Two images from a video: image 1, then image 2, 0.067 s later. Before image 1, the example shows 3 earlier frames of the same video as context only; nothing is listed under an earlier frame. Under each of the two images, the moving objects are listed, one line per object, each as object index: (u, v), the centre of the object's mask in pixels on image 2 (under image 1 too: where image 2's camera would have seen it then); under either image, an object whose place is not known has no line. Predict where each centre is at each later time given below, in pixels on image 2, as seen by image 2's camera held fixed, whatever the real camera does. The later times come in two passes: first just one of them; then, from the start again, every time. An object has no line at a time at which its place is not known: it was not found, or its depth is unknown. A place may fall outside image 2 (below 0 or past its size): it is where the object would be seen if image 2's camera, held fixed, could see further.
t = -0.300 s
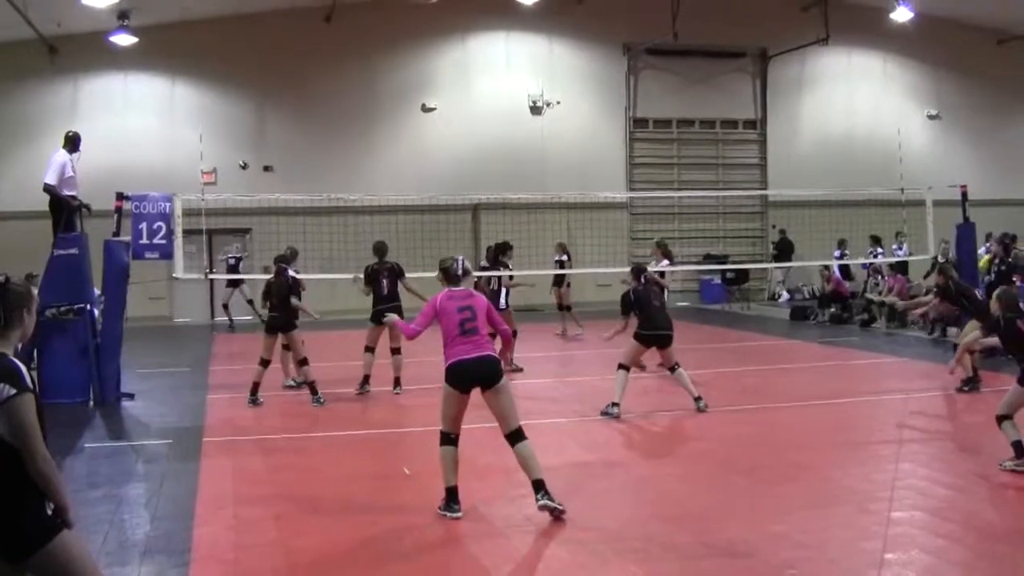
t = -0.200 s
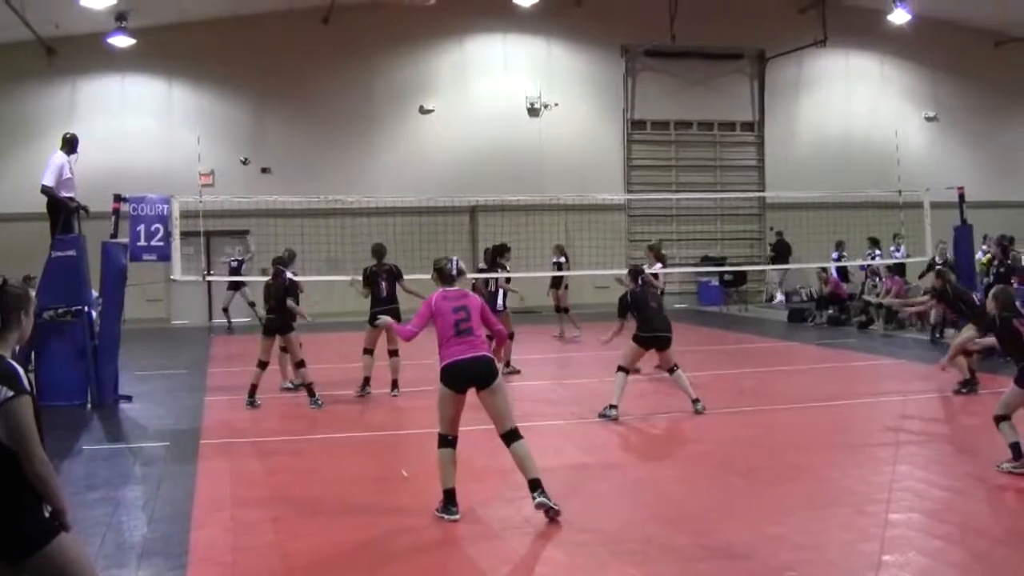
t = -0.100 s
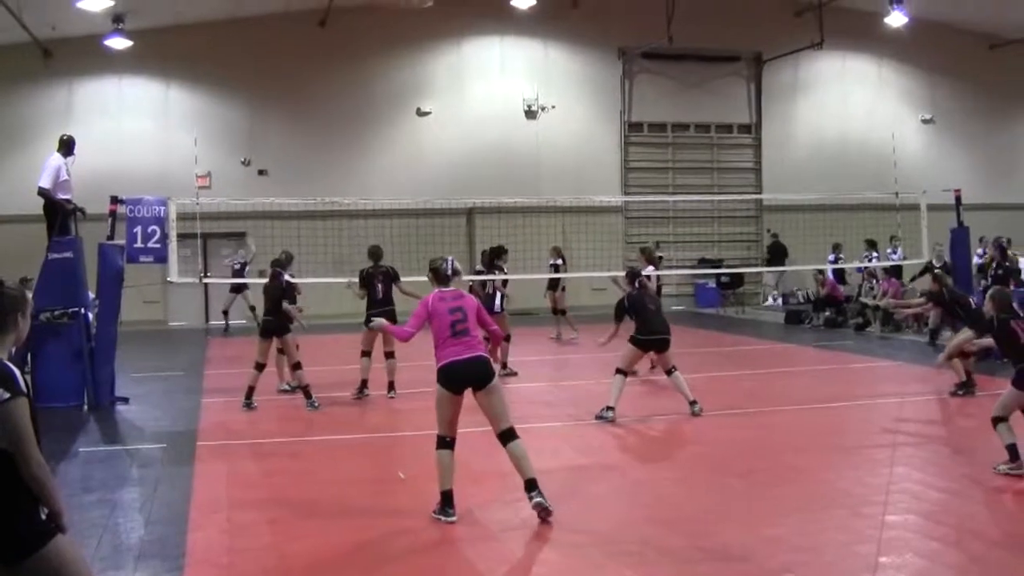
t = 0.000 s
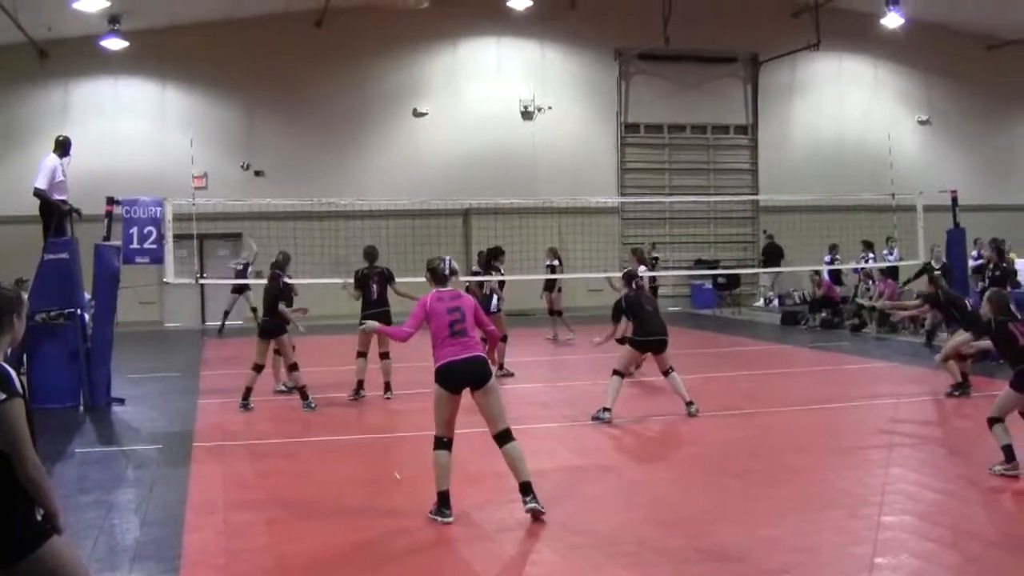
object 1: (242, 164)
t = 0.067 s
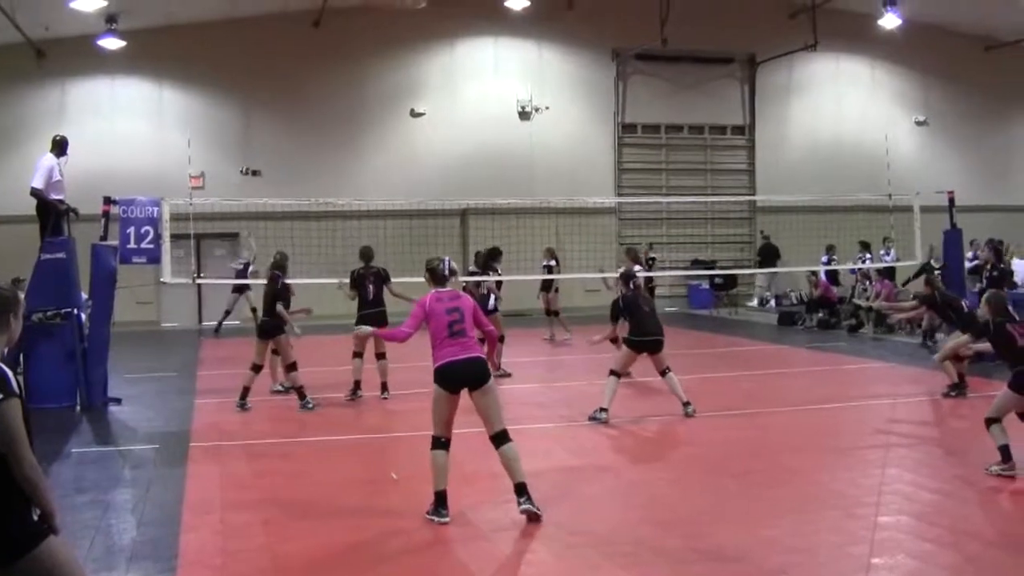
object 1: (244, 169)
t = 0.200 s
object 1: (249, 185)
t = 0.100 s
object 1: (245, 171)
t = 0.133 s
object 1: (246, 177)
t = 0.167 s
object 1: (248, 182)
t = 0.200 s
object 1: (249, 185)
